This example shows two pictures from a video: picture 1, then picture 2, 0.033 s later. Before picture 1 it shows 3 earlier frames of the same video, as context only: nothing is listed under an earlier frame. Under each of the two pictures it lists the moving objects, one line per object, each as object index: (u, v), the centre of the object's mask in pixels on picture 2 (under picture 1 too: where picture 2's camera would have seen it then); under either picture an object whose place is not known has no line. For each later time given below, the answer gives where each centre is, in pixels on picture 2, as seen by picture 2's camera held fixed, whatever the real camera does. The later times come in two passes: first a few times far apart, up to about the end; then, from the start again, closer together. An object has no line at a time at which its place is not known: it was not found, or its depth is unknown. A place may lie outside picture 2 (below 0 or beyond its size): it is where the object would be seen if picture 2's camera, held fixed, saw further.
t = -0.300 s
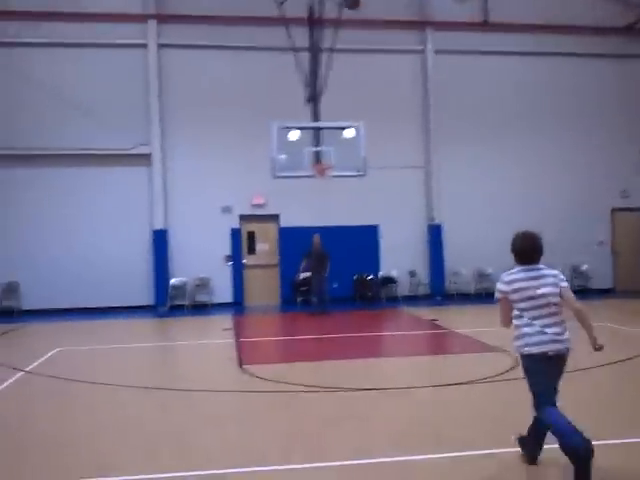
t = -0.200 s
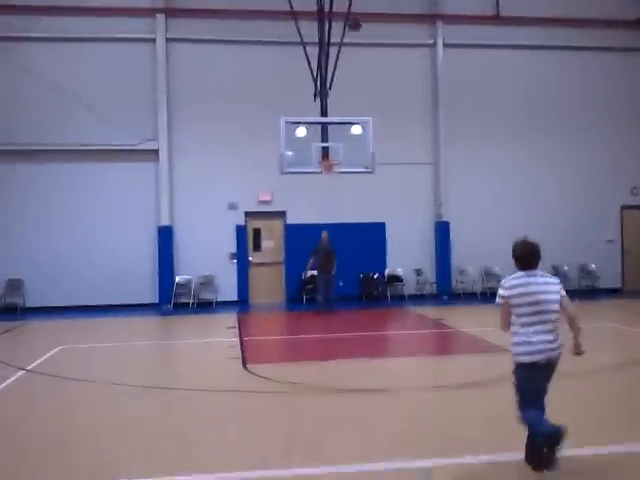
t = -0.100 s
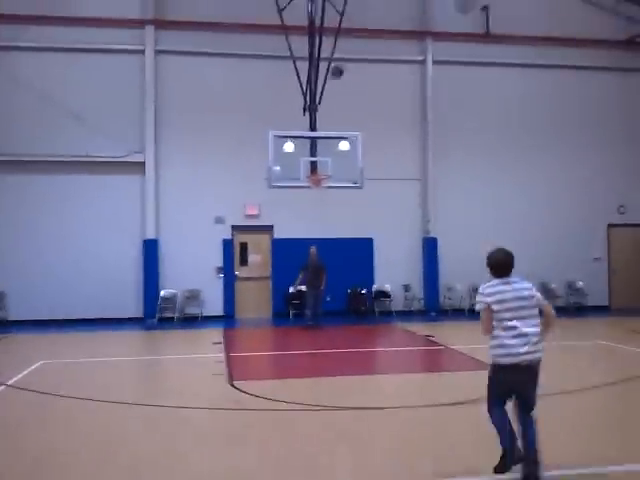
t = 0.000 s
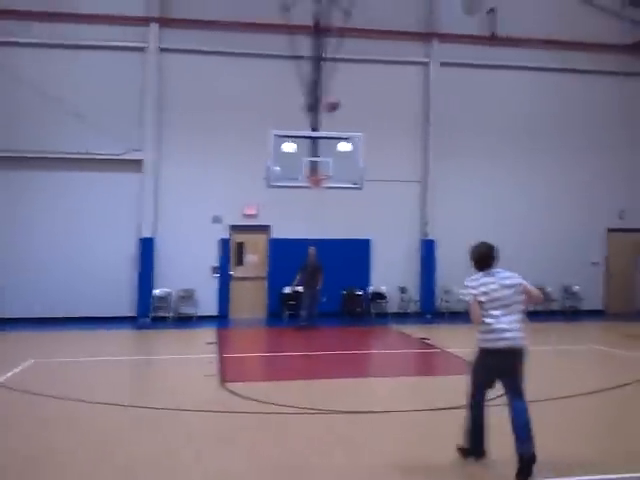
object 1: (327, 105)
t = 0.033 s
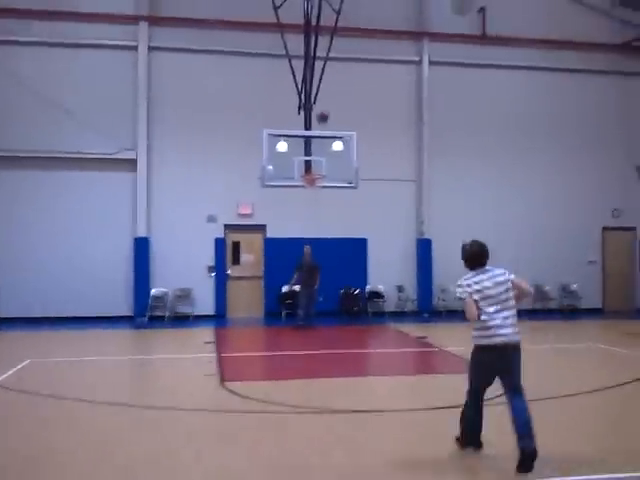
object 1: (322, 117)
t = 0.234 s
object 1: (314, 167)
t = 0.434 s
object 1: (335, 122)
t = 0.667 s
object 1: (370, 90)
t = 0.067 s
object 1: (320, 129)
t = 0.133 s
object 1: (316, 152)
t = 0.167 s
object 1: (313, 167)
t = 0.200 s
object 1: (314, 176)
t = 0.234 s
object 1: (314, 167)
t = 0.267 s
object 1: (319, 158)
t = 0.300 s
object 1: (323, 150)
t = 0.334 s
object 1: (325, 143)
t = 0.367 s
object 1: (327, 136)
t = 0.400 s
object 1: (332, 130)
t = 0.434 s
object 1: (335, 122)
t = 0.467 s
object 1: (340, 116)
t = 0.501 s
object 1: (345, 111)
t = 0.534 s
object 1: (347, 105)
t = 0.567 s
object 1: (351, 100)
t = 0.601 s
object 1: (359, 98)
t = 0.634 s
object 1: (365, 94)
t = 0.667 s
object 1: (370, 90)
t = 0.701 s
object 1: (375, 89)
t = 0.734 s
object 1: (380, 88)
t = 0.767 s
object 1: (386, 87)
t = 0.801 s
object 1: (391, 88)
